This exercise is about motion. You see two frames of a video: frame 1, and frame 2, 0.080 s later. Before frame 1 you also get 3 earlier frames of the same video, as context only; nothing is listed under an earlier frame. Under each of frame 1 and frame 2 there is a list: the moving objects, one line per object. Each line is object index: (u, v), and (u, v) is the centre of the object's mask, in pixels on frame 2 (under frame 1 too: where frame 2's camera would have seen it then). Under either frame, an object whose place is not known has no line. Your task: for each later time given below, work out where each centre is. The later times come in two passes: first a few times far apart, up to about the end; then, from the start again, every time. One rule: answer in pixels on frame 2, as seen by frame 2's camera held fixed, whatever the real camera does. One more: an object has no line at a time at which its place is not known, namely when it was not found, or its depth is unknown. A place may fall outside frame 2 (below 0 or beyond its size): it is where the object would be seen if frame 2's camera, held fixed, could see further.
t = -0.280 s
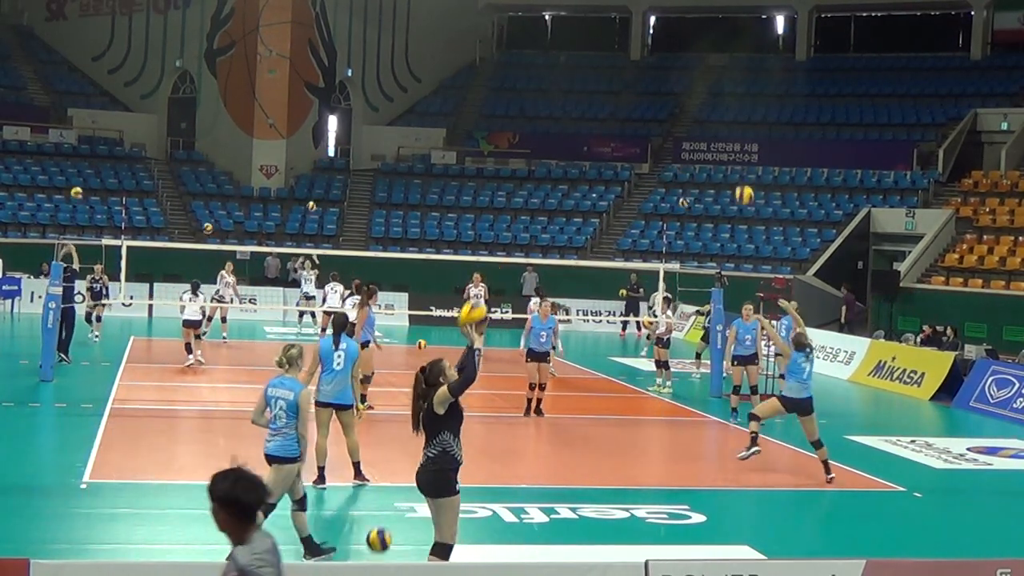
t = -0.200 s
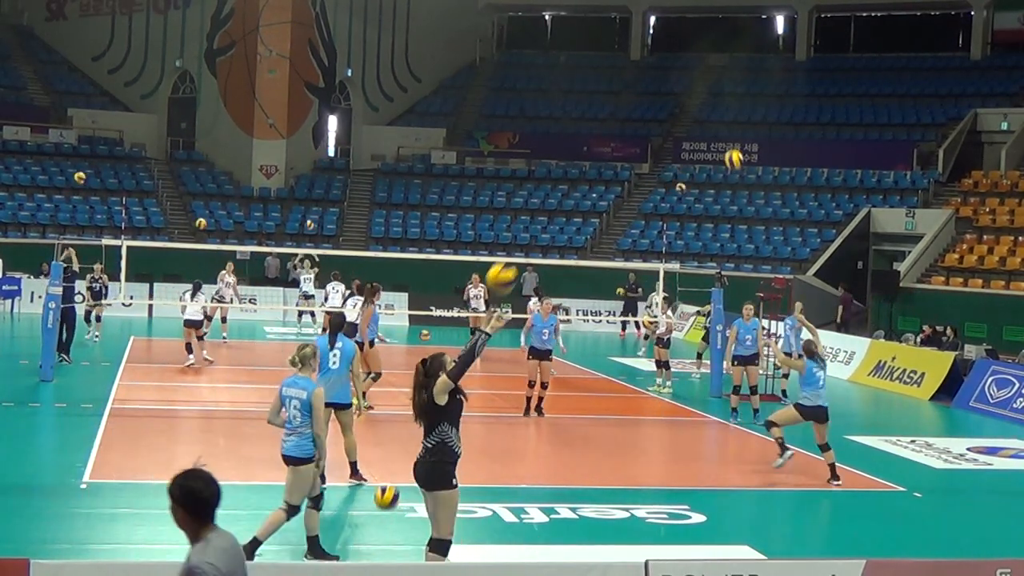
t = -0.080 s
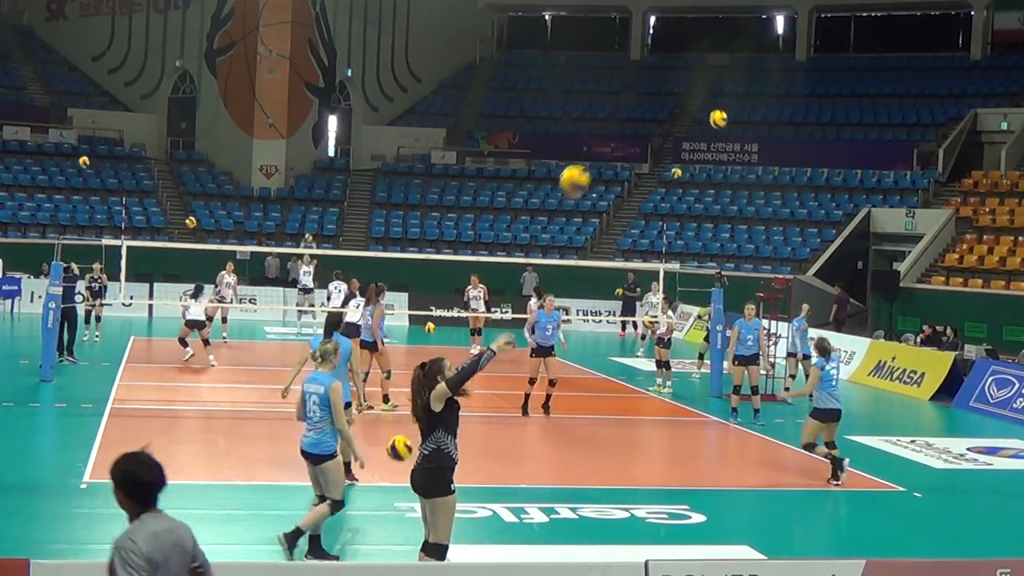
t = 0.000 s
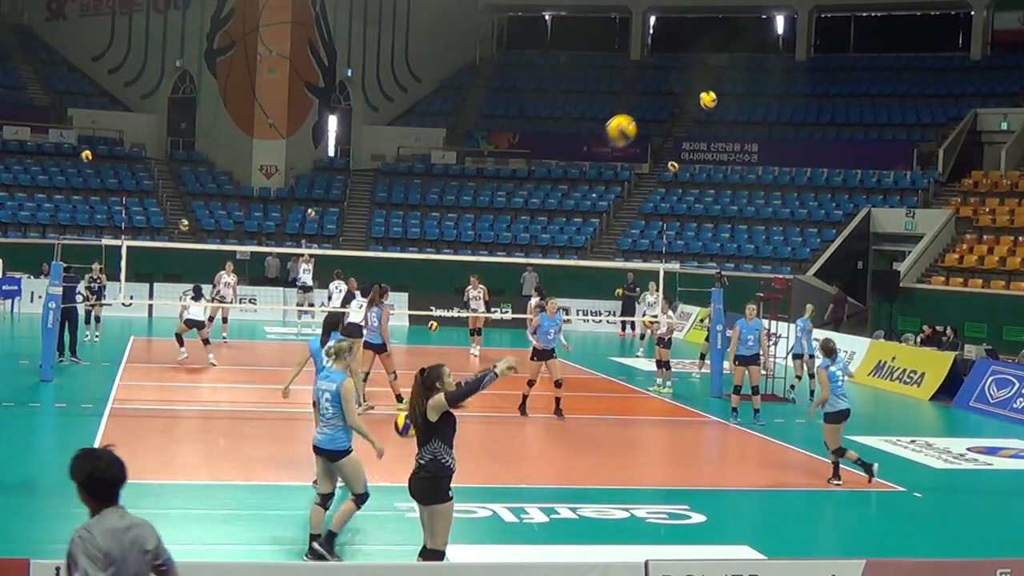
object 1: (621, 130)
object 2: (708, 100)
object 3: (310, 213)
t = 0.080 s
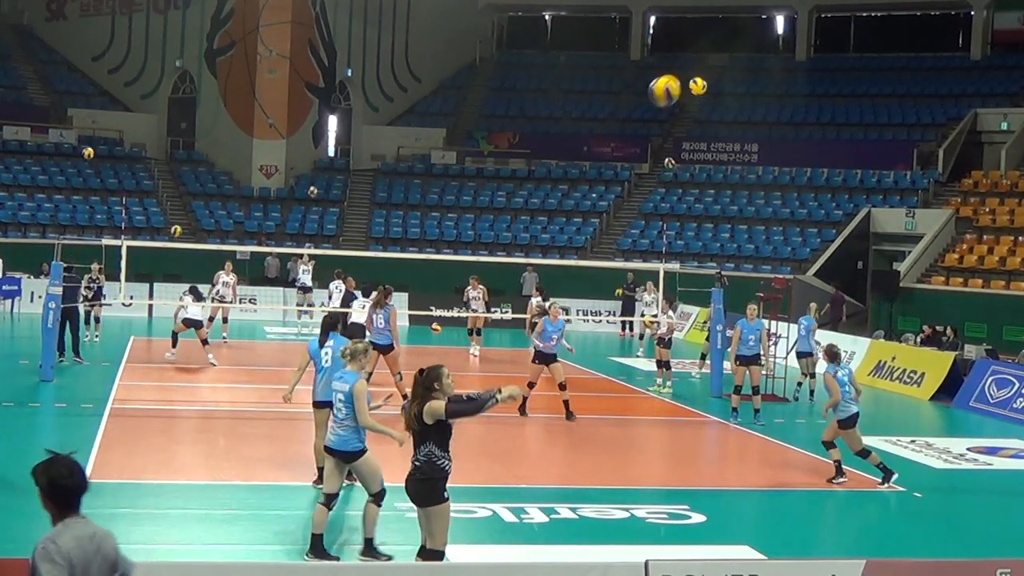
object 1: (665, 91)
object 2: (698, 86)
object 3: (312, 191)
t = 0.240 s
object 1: (748, 39)
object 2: (677, 75)
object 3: (317, 155)
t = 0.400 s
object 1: (825, 24)
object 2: (658, 83)
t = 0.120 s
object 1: (687, 75)
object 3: (314, 181)
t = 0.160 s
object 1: (707, 60)
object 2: (687, 78)
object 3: (314, 172)
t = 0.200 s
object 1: (728, 48)
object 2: (682, 76)
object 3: (315, 163)
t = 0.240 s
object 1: (748, 39)
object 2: (677, 75)
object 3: (317, 155)
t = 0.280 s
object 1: (767, 32)
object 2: (672, 75)
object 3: (318, 147)
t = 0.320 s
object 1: (787, 27)
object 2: (667, 76)
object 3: (319, 141)
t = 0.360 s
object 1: (807, 25)
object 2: (662, 79)
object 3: (320, 135)
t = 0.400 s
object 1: (825, 24)
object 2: (658, 83)
